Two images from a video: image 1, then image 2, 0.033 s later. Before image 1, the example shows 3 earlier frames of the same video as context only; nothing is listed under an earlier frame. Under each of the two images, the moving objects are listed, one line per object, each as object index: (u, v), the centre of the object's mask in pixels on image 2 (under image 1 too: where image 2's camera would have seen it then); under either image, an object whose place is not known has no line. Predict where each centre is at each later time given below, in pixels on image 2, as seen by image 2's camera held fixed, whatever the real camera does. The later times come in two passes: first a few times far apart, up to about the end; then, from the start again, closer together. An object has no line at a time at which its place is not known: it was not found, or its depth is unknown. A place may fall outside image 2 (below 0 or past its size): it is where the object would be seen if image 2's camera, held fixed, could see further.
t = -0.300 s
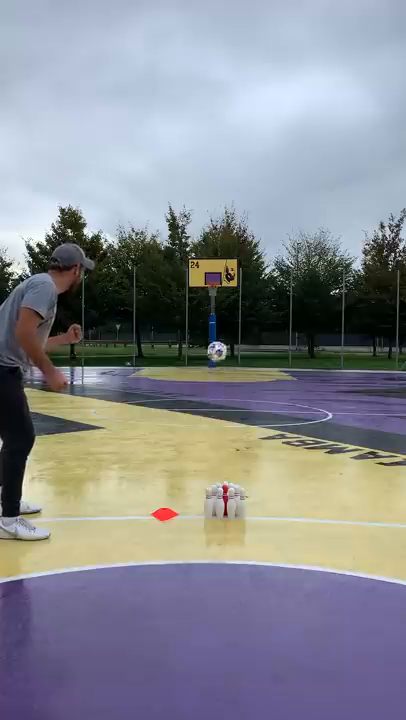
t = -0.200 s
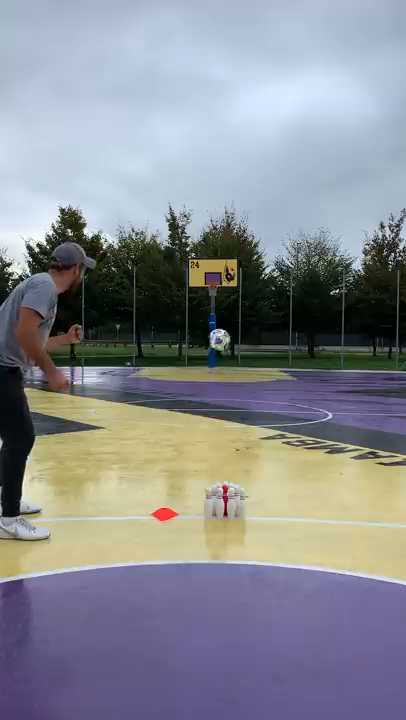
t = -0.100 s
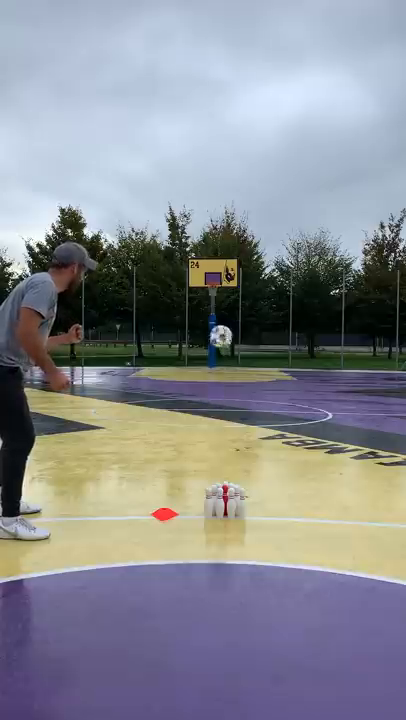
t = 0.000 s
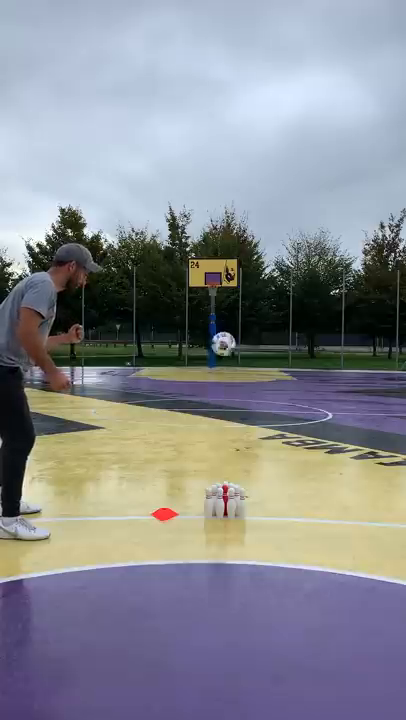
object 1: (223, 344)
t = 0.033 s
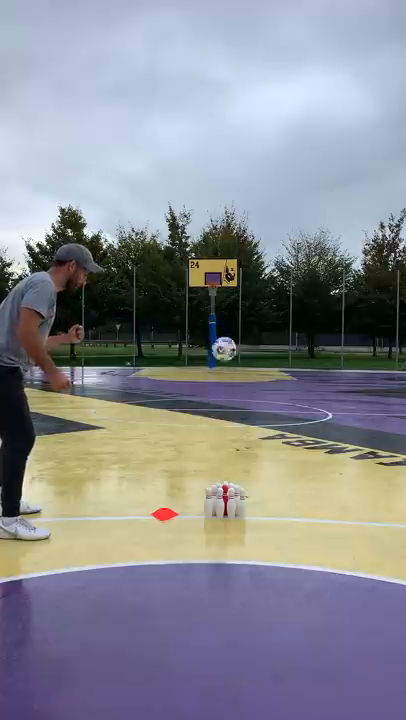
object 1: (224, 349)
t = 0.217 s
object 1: (229, 408)
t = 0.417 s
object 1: (233, 449)
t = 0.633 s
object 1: (243, 395)
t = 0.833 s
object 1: (253, 409)
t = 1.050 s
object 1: (267, 559)
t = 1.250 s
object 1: (294, 605)
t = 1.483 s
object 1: (348, 662)
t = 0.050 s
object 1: (224, 352)
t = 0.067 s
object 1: (225, 356)
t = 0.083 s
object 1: (225, 359)
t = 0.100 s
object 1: (226, 362)
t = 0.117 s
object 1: (226, 368)
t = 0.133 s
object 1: (227, 373)
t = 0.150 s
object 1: (227, 379)
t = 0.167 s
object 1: (227, 386)
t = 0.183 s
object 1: (228, 392)
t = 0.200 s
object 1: (228, 399)
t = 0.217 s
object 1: (229, 408)
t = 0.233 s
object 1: (229, 412)
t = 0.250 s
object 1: (229, 422)
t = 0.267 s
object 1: (229, 431)
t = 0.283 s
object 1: (229, 442)
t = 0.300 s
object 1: (230, 451)
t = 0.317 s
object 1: (231, 463)
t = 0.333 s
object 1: (231, 472)
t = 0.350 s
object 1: (231, 474)
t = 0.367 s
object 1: (232, 470)
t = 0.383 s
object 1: (233, 463)
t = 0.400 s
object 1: (234, 456)
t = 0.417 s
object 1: (233, 449)
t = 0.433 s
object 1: (234, 444)
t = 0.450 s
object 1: (235, 439)
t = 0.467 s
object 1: (236, 433)
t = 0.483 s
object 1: (236, 427)
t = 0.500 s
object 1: (237, 423)
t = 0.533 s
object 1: (238, 413)
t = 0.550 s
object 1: (239, 409)
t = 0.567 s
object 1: (240, 406)
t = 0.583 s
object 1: (240, 403)
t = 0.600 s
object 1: (241, 400)
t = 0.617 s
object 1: (242, 398)
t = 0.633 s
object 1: (243, 395)
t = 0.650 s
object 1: (243, 393)
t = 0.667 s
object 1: (243, 392)
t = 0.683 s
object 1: (245, 391)
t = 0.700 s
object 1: (246, 391)
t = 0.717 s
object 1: (246, 391)
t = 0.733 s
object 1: (246, 391)
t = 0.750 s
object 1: (247, 393)
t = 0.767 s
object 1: (250, 395)
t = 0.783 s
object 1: (249, 398)
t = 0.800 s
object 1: (251, 401)
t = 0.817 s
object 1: (251, 404)
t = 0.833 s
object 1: (253, 409)
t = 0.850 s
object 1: (253, 414)
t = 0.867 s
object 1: (254, 420)
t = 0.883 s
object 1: (255, 428)
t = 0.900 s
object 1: (257, 436)
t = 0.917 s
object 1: (257, 445)
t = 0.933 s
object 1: (259, 455)
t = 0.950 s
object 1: (260, 466)
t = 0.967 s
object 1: (262, 479)
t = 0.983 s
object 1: (263, 492)
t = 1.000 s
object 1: (263, 508)
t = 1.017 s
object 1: (266, 525)
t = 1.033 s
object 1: (266, 540)
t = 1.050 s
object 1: (267, 559)
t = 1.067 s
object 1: (270, 580)
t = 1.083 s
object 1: (271, 603)
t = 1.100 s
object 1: (273, 627)
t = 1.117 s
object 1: (274, 654)
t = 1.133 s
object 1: (277, 651)
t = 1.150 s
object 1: (278, 642)
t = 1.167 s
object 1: (280, 636)
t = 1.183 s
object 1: (282, 628)
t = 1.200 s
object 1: (285, 621)
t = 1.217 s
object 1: (287, 615)
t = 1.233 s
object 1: (290, 610)
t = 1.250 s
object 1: (294, 605)
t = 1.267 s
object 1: (297, 602)
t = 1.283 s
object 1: (299, 599)
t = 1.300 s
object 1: (303, 596)
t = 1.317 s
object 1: (307, 596)
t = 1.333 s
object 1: (310, 595)
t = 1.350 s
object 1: (315, 596)
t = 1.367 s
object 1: (319, 598)
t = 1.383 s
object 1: (324, 604)
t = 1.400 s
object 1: (328, 609)
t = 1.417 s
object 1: (335, 619)
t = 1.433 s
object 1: (341, 630)
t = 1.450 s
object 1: (345, 643)
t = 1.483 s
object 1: (348, 662)
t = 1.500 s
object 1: (352, 672)
